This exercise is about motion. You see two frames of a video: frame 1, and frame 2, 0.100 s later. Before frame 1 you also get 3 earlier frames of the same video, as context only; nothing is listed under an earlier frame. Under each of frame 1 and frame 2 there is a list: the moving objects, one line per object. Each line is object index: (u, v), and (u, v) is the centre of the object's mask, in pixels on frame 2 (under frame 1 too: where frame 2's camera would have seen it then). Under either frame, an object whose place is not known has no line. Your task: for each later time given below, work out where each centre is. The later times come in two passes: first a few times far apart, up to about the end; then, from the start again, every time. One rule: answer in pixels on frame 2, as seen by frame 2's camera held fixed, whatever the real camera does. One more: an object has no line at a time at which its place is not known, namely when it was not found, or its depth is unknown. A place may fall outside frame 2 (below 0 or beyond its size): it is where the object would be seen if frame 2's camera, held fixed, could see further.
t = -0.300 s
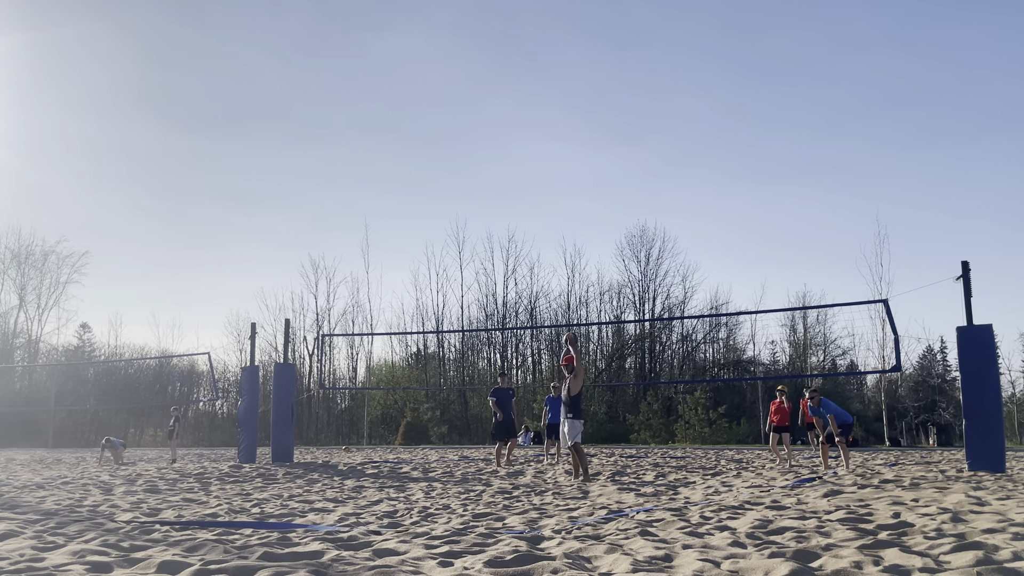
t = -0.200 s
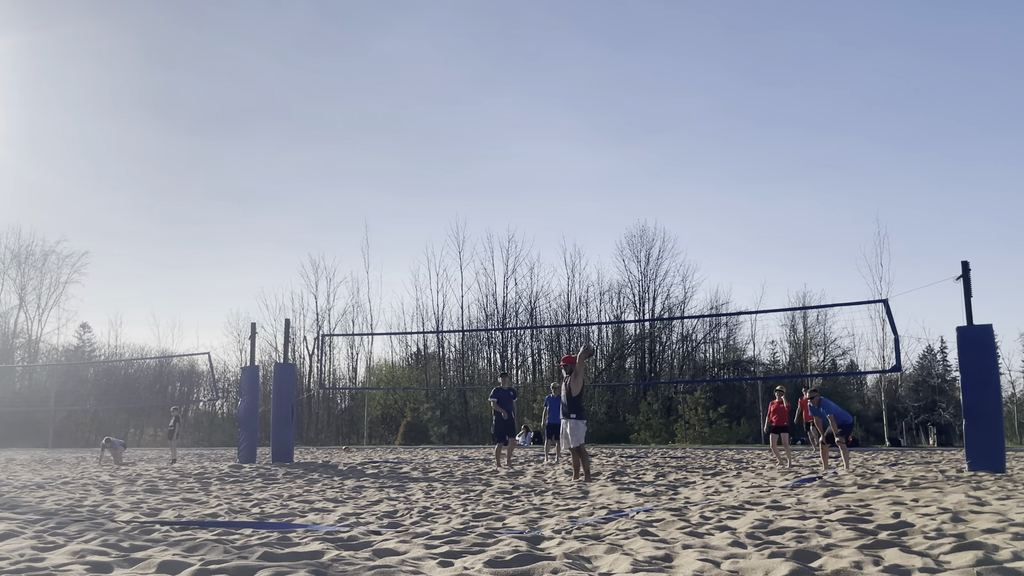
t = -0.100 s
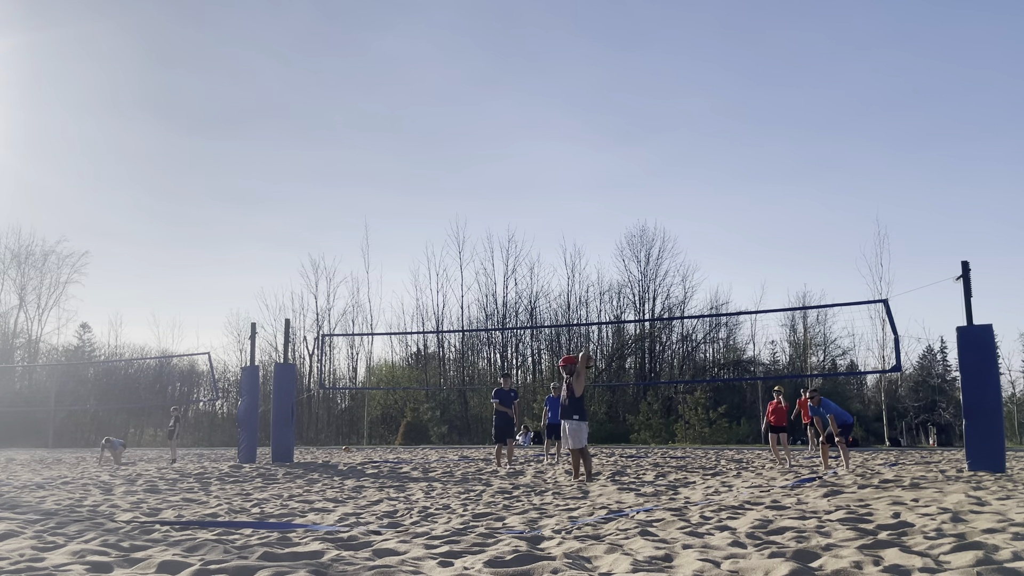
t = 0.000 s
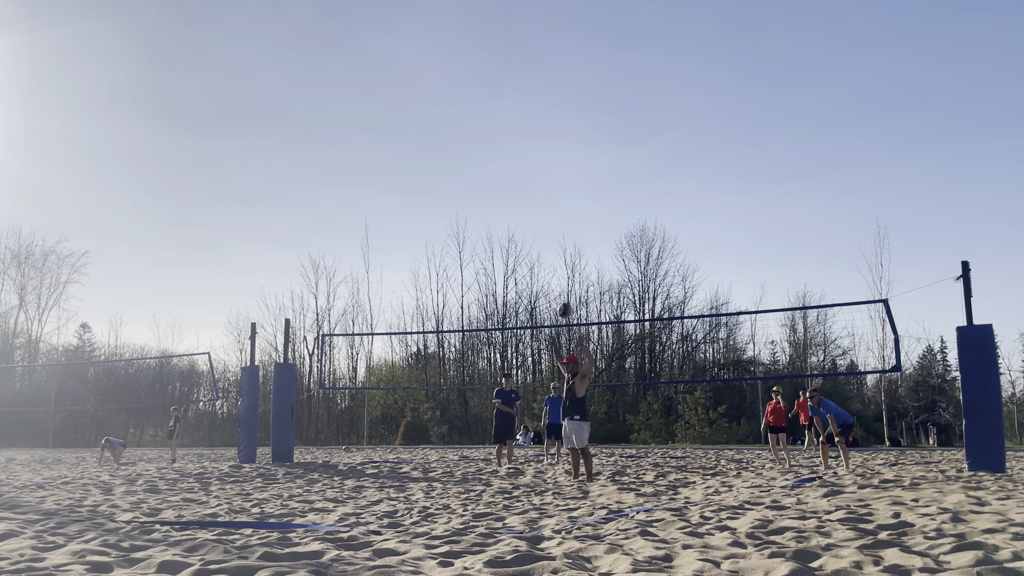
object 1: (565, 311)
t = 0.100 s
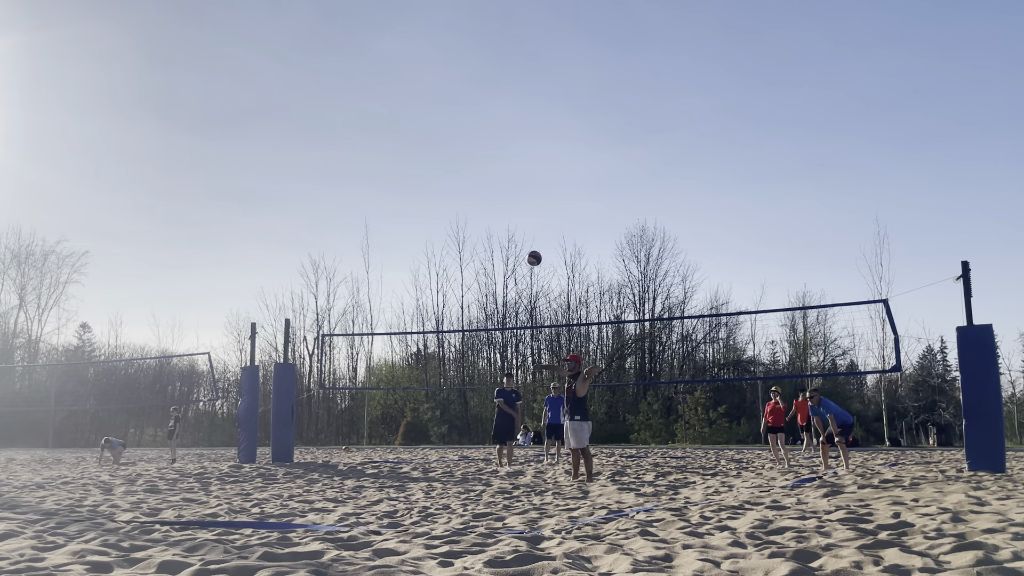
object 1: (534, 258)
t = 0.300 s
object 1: (471, 174)
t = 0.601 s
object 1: (372, 101)
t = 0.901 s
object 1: (269, 99)
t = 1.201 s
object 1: (155, 178)
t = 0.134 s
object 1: (524, 242)
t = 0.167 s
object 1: (513, 227)
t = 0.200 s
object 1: (503, 213)
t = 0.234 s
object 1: (492, 199)
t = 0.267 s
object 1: (481, 186)
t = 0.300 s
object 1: (471, 174)
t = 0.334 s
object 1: (460, 162)
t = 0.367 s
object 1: (449, 152)
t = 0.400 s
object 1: (438, 142)
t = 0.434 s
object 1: (427, 133)
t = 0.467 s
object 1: (416, 125)
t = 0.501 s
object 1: (405, 118)
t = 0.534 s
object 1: (394, 111)
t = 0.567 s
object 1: (383, 106)
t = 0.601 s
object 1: (372, 101)
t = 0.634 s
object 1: (361, 97)
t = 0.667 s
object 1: (349, 94)
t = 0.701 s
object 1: (338, 92)
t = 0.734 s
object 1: (327, 91)
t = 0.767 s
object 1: (315, 91)
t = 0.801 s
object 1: (304, 92)
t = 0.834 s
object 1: (292, 93)
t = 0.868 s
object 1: (281, 95)
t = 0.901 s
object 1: (269, 99)
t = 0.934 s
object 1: (257, 103)
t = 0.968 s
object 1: (245, 109)
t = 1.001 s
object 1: (232, 115)
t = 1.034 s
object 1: (220, 123)
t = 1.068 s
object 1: (207, 132)
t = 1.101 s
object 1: (195, 141)
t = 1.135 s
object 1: (182, 152)
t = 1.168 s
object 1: (169, 164)
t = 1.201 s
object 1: (155, 178)
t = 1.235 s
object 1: (142, 192)
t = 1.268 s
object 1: (128, 208)
